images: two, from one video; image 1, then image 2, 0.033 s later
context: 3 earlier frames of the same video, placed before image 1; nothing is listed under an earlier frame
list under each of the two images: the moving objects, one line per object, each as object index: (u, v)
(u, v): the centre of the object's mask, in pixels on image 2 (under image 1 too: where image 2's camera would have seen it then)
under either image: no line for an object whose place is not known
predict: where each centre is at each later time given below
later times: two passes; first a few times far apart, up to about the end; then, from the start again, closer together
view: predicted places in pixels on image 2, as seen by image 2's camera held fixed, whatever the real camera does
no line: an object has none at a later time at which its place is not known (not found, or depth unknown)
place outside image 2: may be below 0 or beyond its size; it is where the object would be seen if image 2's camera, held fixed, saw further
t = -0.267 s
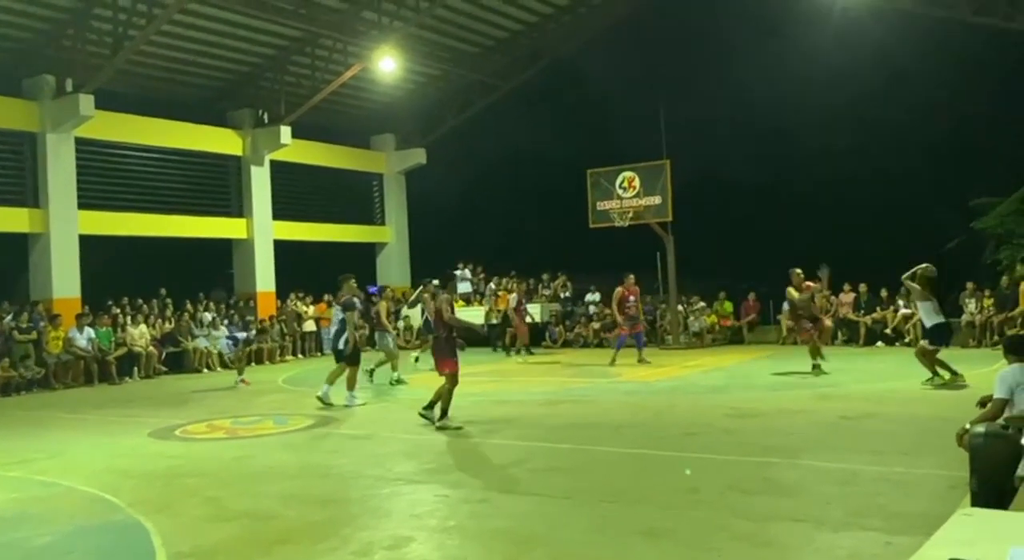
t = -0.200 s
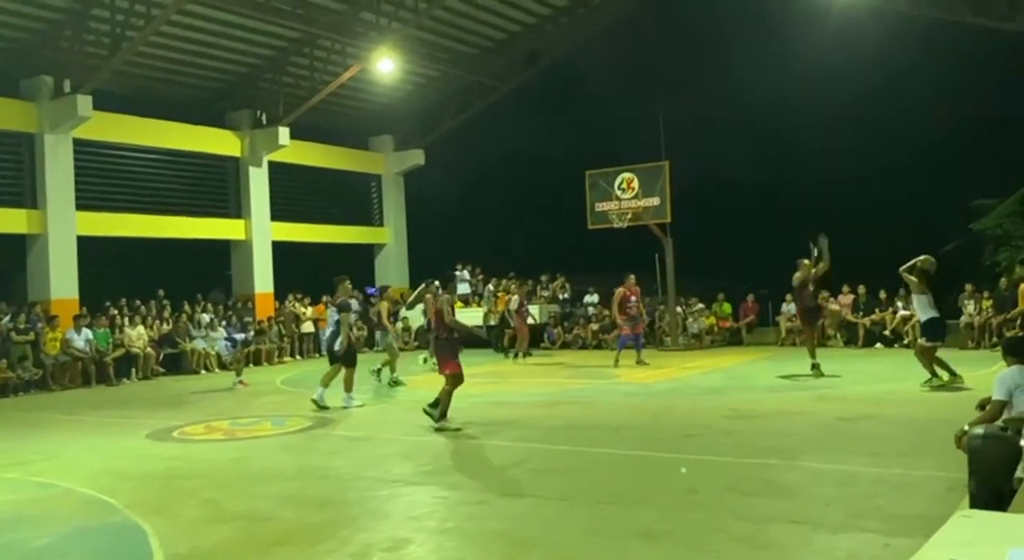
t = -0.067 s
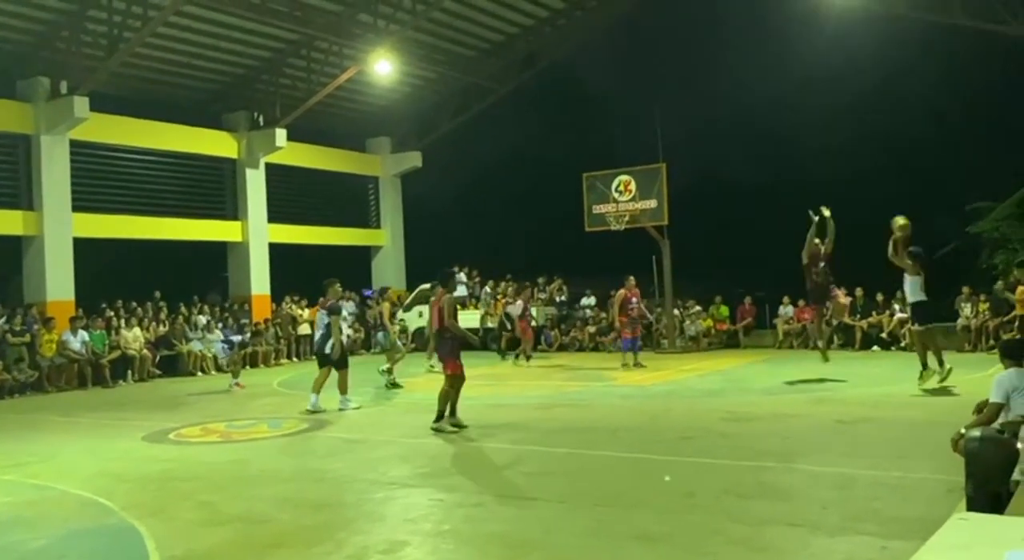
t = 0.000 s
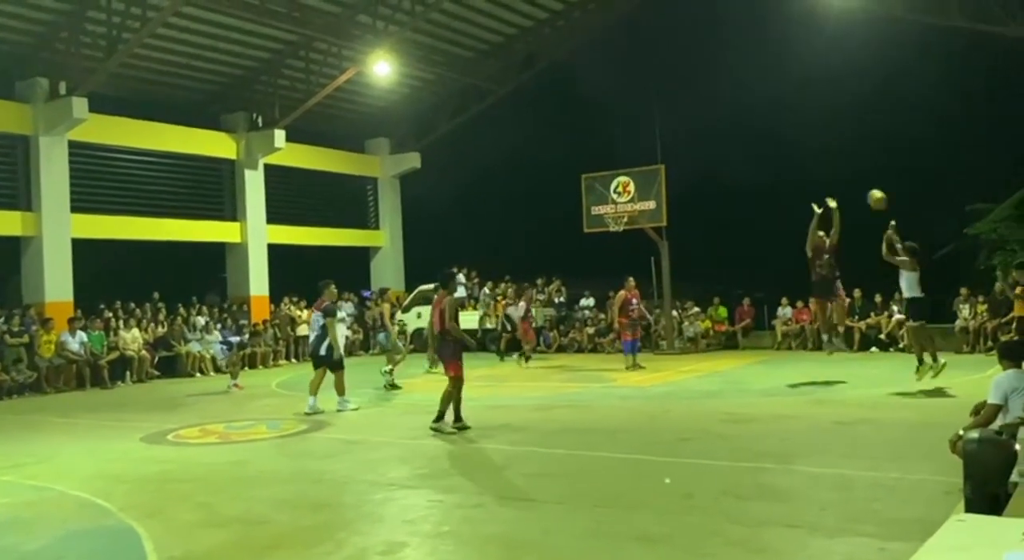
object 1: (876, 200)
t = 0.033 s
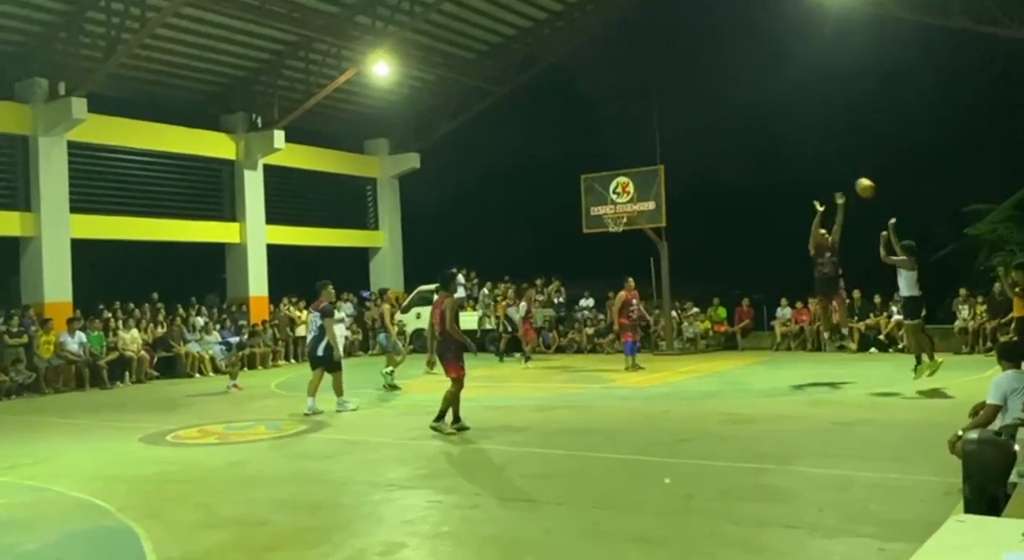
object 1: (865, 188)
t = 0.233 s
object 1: (804, 134)
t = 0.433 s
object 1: (751, 112)
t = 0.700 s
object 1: (694, 120)
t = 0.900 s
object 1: (658, 149)
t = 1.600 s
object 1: (627, 254)
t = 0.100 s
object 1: (843, 166)
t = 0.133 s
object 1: (833, 157)
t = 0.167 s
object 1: (823, 148)
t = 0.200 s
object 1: (813, 141)
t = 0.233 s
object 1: (804, 134)
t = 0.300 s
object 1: (785, 124)
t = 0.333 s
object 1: (777, 120)
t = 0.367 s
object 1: (768, 116)
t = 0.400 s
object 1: (760, 114)
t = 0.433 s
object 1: (751, 112)
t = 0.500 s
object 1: (736, 110)
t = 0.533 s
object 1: (729, 110)
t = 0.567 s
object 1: (721, 111)
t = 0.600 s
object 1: (714, 113)
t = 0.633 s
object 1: (707, 115)
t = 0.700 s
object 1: (694, 120)
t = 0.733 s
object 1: (688, 124)
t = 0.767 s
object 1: (682, 128)
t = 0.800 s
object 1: (675, 133)
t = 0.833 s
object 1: (669, 138)
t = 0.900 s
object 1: (658, 149)
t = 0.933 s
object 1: (653, 156)
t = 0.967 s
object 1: (647, 162)
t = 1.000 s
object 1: (642, 169)
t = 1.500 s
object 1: (623, 239)
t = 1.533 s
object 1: (624, 244)
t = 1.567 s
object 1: (626, 249)
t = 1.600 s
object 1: (627, 254)
